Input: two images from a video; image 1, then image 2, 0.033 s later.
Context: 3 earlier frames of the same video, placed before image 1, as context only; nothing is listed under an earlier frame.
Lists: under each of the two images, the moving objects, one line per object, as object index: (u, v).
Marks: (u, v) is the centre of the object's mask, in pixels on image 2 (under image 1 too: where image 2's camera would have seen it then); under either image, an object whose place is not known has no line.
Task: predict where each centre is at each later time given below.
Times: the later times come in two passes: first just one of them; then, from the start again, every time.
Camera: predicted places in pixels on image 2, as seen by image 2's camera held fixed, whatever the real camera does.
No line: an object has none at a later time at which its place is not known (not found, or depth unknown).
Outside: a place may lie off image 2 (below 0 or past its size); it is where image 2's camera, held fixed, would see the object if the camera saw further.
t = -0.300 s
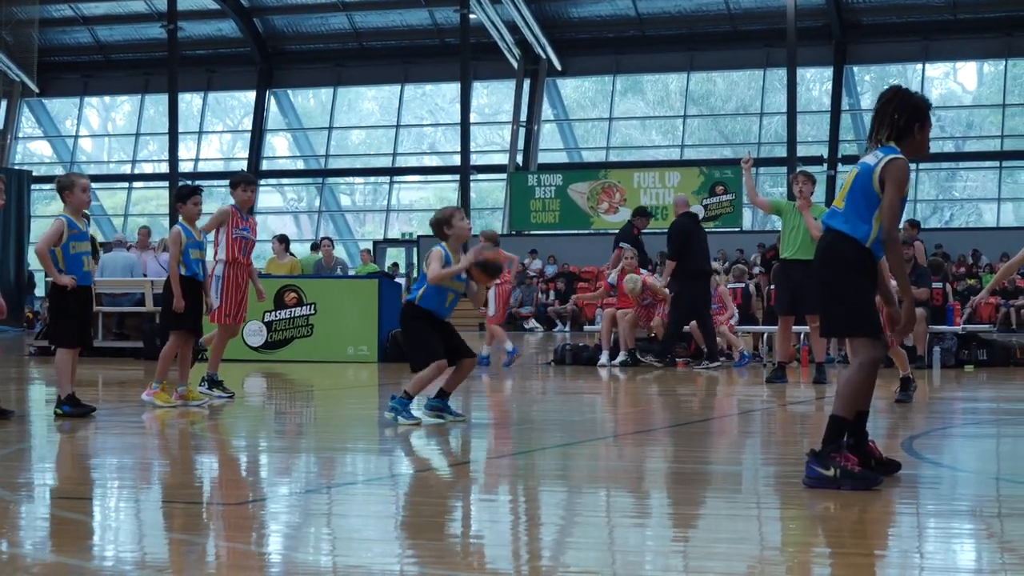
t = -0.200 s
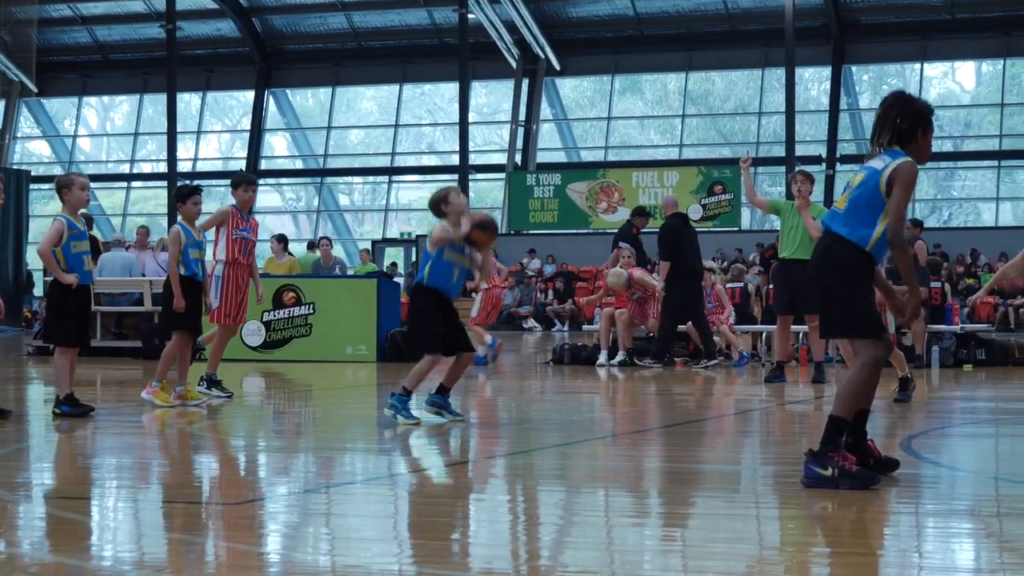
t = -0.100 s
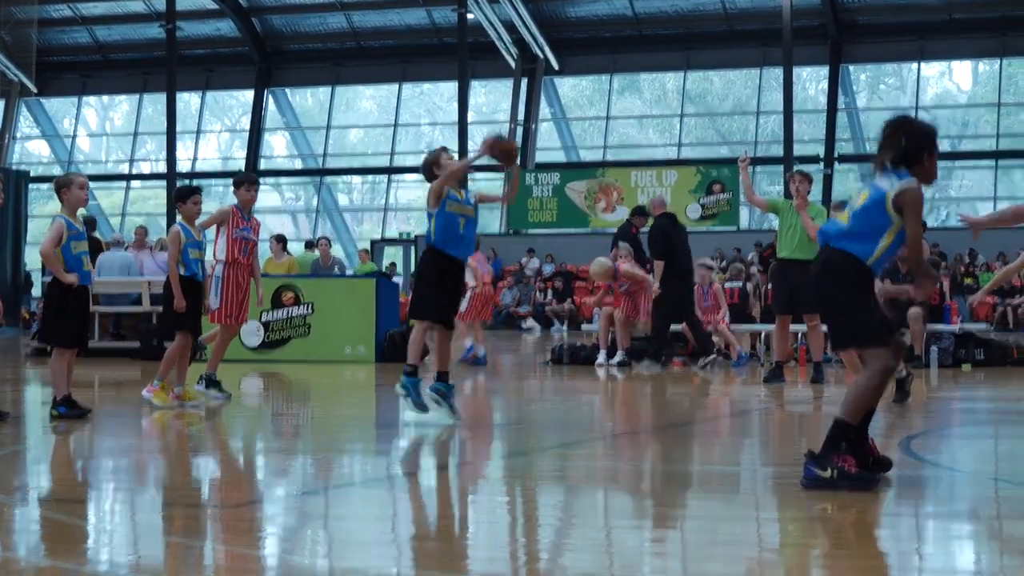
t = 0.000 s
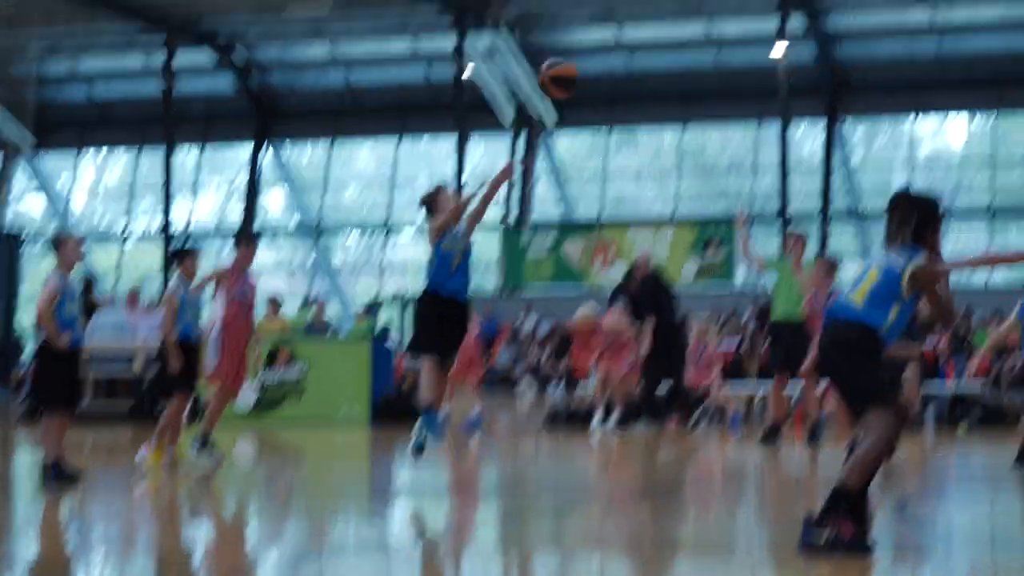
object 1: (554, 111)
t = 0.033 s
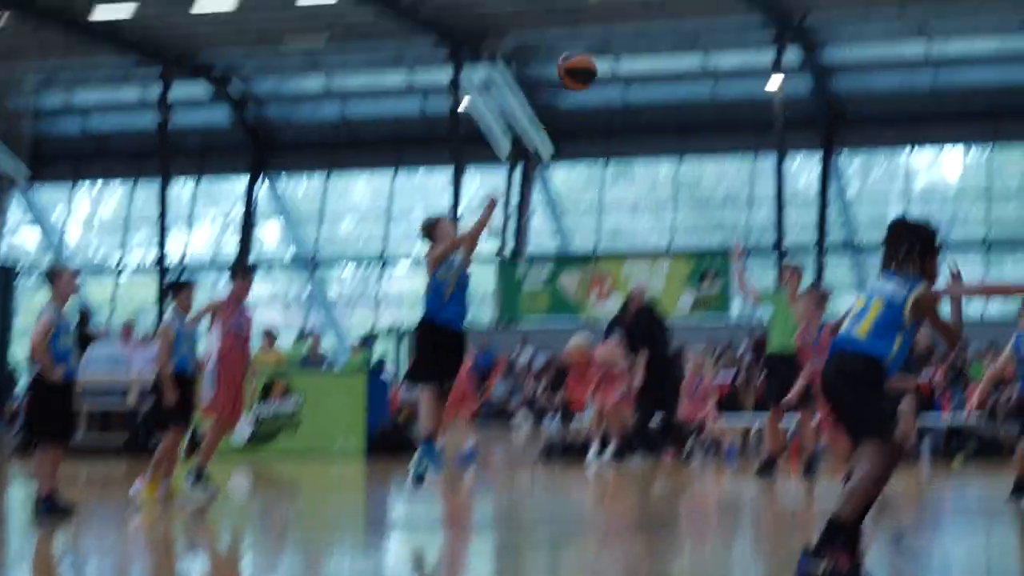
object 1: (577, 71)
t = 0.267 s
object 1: (743, -168)
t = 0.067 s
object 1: (599, 31)
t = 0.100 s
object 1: (621, -5)
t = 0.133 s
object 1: (645, -39)
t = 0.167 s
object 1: (668, -74)
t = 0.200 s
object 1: (693, -106)
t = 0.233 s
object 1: (717, -138)
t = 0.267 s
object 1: (743, -168)
